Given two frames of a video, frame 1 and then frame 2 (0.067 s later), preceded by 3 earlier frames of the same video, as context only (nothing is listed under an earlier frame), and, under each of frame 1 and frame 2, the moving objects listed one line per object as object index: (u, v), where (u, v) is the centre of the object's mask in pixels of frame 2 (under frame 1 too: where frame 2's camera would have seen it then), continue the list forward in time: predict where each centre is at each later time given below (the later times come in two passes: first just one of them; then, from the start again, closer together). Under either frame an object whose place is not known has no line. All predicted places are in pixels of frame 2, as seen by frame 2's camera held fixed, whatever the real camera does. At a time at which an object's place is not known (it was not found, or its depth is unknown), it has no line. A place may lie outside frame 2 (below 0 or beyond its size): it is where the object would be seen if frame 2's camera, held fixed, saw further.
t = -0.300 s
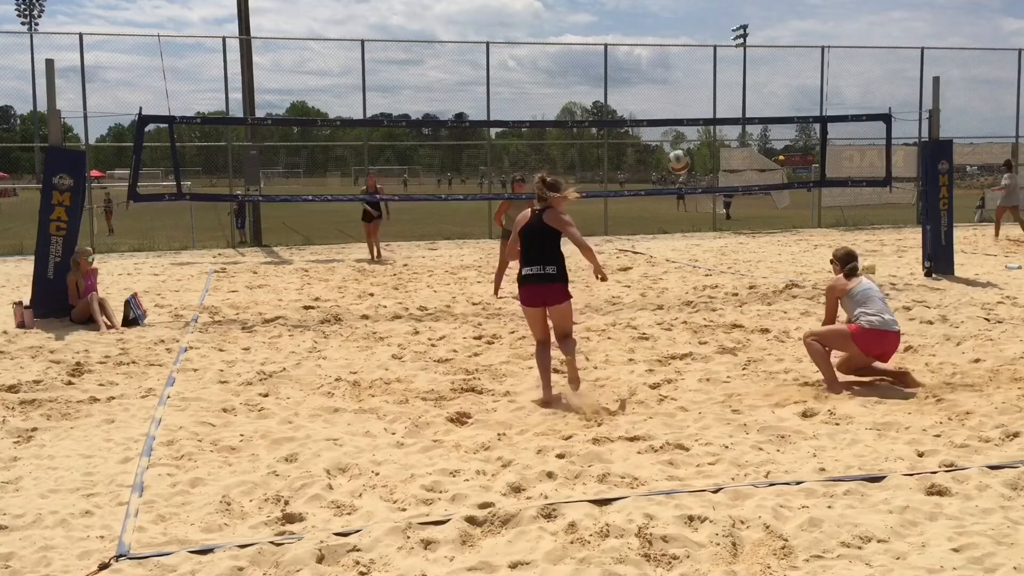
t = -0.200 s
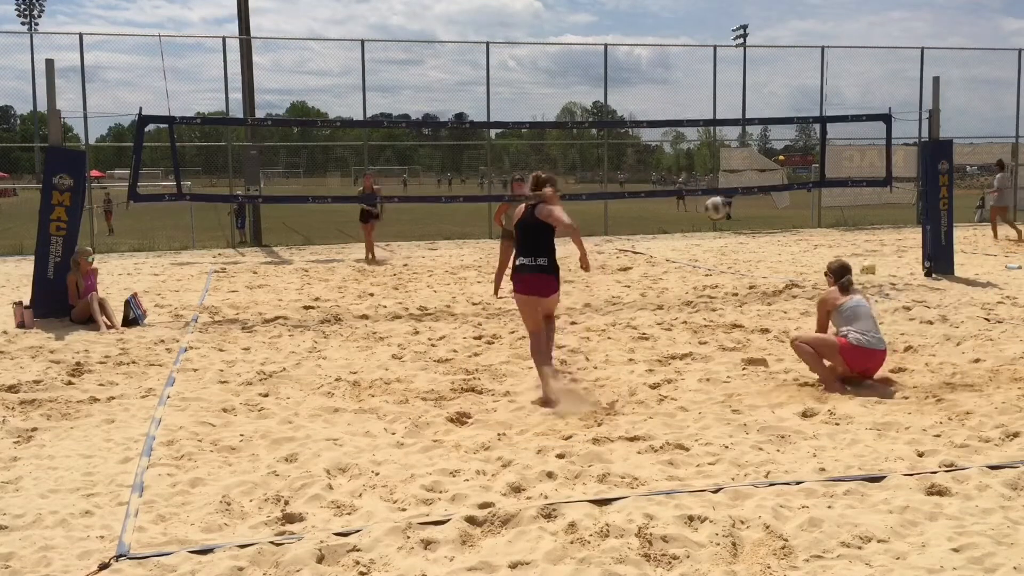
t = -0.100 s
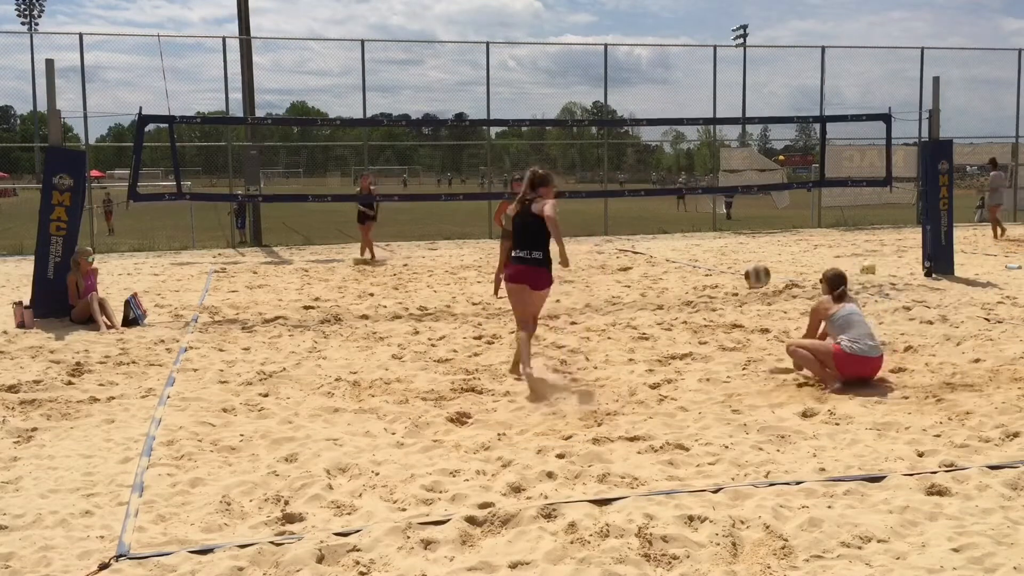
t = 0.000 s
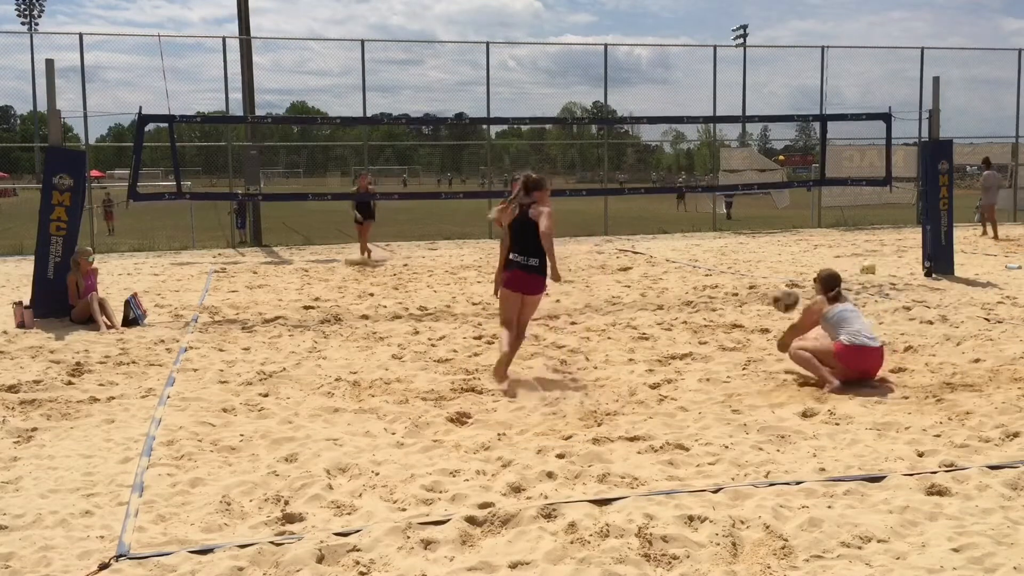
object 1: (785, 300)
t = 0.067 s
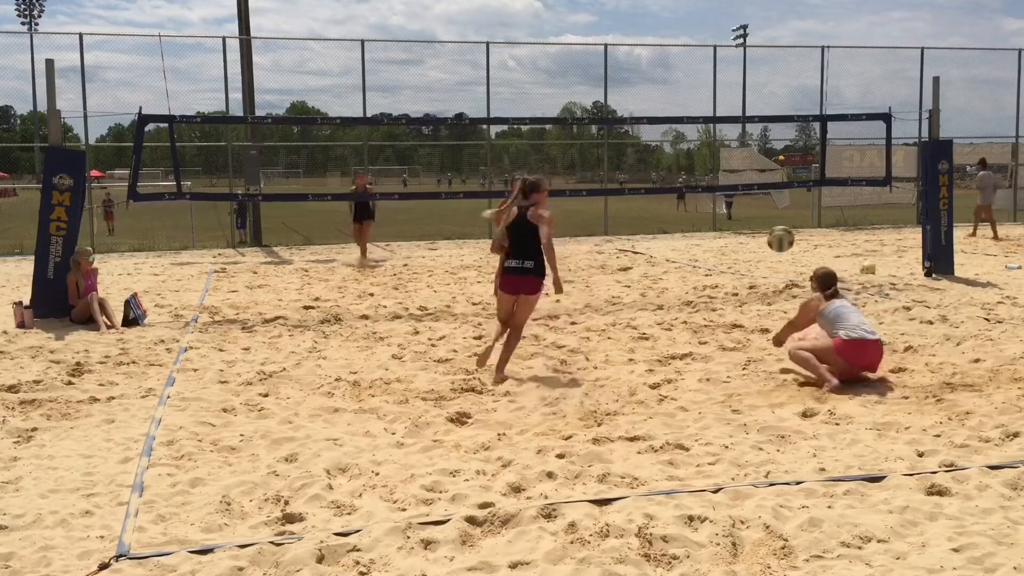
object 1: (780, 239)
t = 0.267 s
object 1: (769, 89)
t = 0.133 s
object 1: (776, 183)
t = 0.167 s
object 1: (775, 158)
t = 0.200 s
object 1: (773, 134)
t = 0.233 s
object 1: (771, 112)
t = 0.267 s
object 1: (769, 89)
